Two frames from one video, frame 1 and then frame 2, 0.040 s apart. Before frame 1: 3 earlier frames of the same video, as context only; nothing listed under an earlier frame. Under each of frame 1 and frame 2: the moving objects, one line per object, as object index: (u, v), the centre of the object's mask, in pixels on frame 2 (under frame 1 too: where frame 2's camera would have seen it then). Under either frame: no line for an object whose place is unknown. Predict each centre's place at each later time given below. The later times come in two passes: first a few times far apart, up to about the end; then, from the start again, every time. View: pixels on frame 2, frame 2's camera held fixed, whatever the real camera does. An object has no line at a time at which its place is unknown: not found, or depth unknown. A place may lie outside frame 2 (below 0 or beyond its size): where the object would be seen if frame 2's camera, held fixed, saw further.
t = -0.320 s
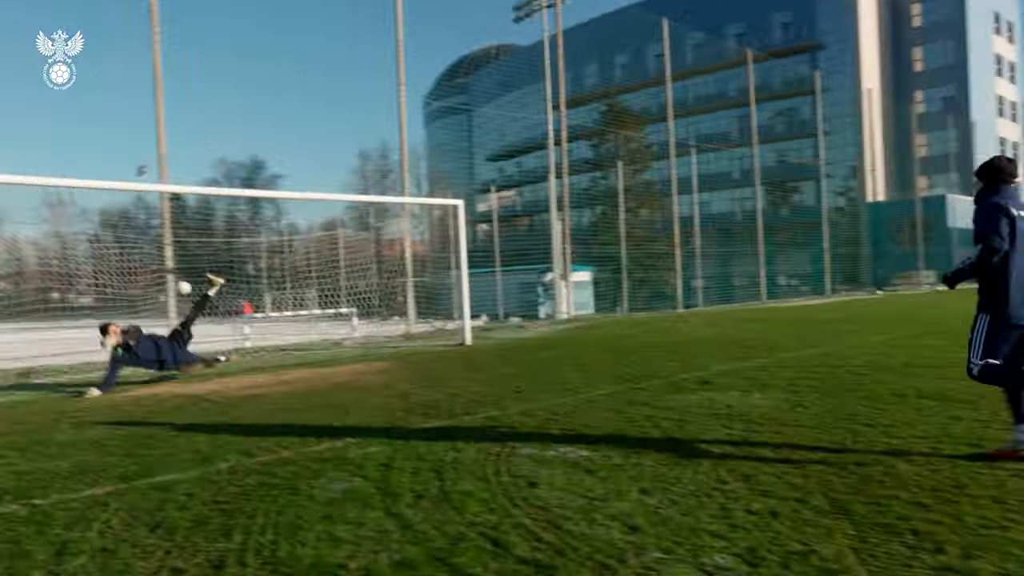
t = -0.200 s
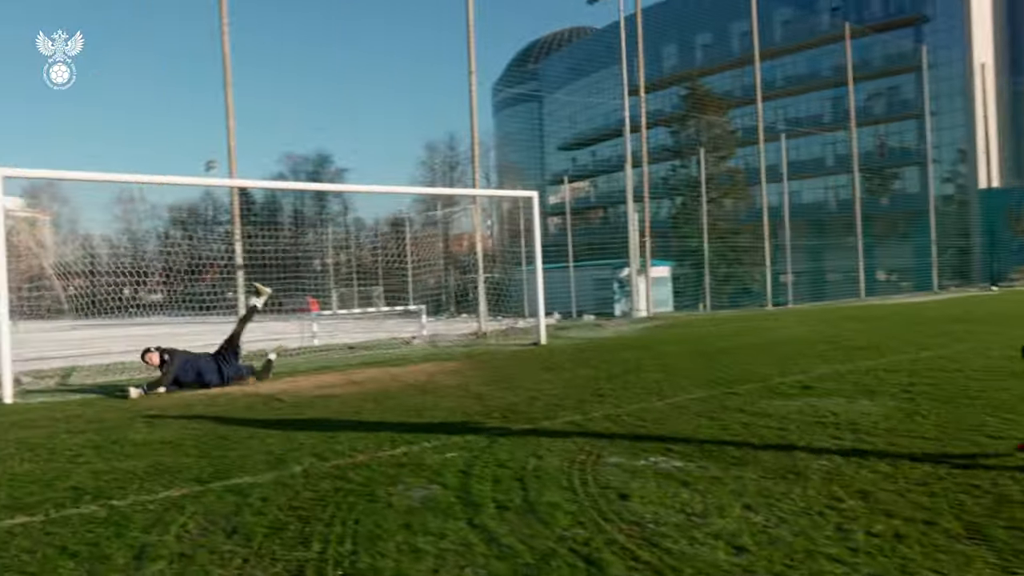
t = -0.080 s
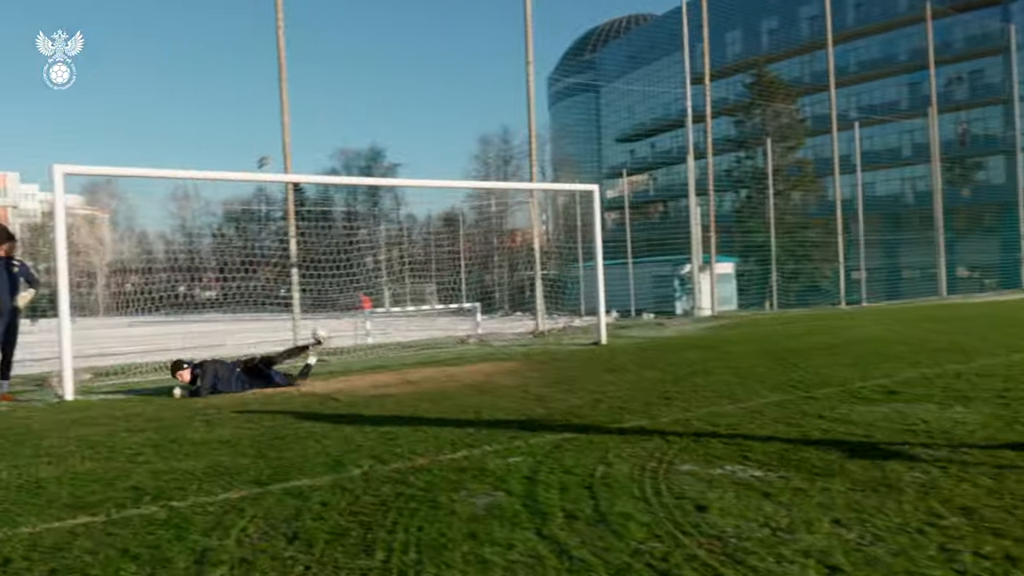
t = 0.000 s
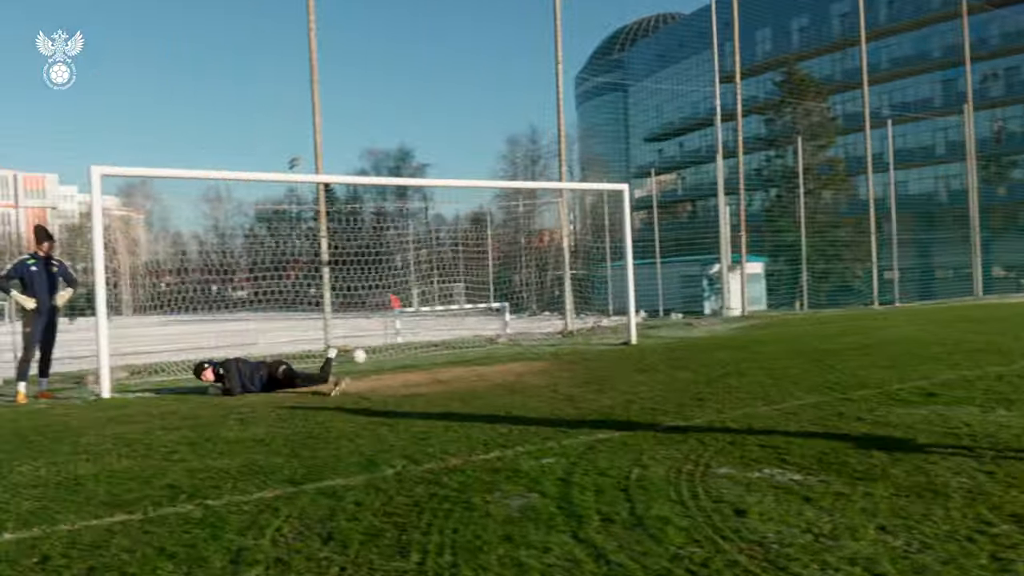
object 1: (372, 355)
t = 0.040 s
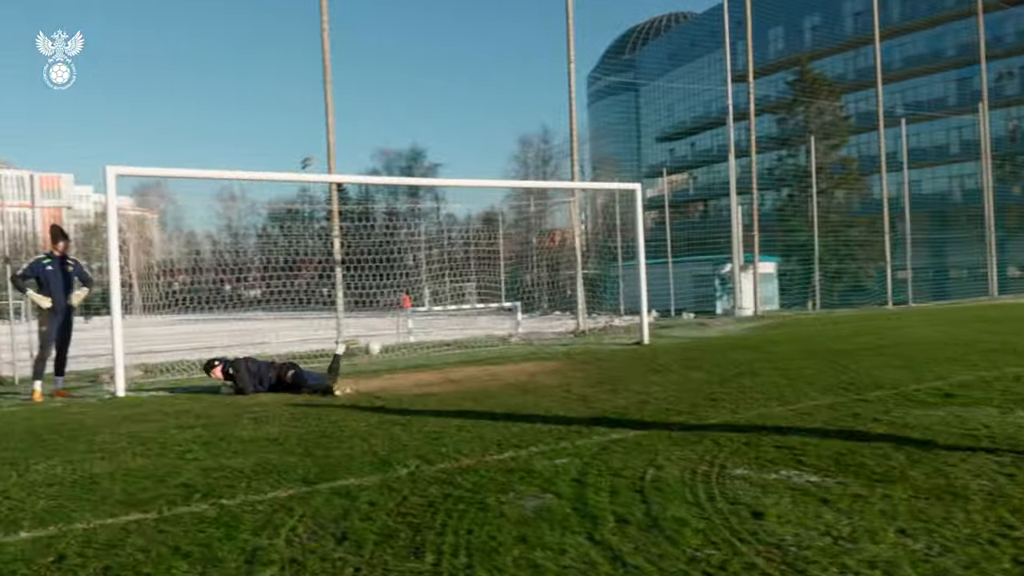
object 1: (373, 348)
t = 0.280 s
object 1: (390, 319)
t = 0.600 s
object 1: (420, 344)
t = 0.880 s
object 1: (445, 350)
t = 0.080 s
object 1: (375, 340)
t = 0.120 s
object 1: (377, 334)
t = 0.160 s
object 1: (381, 327)
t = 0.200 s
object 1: (384, 324)
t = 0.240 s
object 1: (387, 321)
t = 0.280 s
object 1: (390, 319)
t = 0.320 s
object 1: (394, 318)
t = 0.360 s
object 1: (398, 318)
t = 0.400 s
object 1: (401, 320)
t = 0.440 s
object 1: (404, 321)
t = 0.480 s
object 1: (408, 326)
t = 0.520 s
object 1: (412, 330)
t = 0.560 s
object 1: (416, 336)
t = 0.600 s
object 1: (420, 344)
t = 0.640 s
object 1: (424, 353)
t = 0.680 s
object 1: (428, 363)
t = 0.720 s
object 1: (432, 361)
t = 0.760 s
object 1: (435, 356)
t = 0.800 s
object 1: (439, 353)
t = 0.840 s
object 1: (442, 351)
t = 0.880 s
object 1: (445, 350)
